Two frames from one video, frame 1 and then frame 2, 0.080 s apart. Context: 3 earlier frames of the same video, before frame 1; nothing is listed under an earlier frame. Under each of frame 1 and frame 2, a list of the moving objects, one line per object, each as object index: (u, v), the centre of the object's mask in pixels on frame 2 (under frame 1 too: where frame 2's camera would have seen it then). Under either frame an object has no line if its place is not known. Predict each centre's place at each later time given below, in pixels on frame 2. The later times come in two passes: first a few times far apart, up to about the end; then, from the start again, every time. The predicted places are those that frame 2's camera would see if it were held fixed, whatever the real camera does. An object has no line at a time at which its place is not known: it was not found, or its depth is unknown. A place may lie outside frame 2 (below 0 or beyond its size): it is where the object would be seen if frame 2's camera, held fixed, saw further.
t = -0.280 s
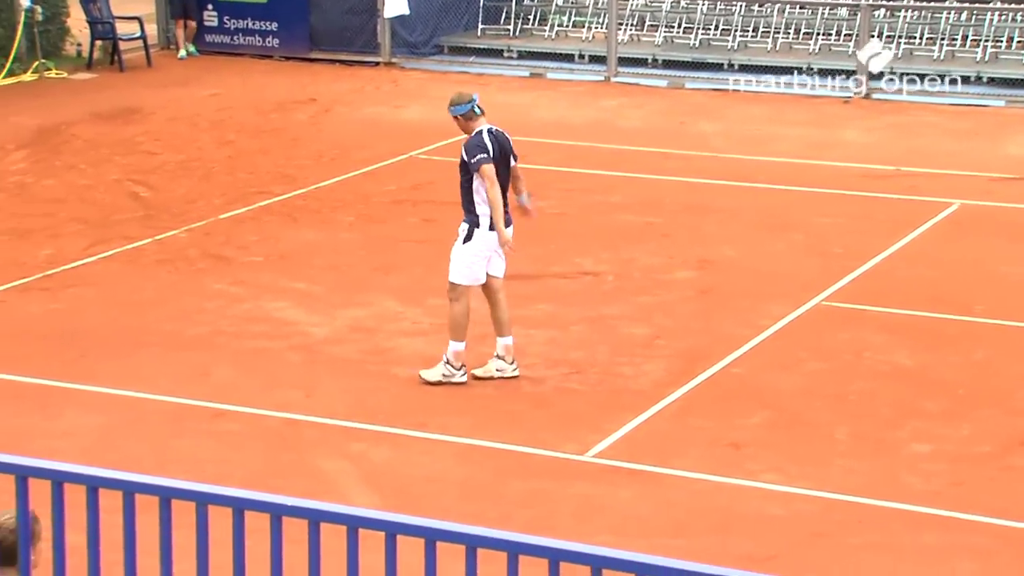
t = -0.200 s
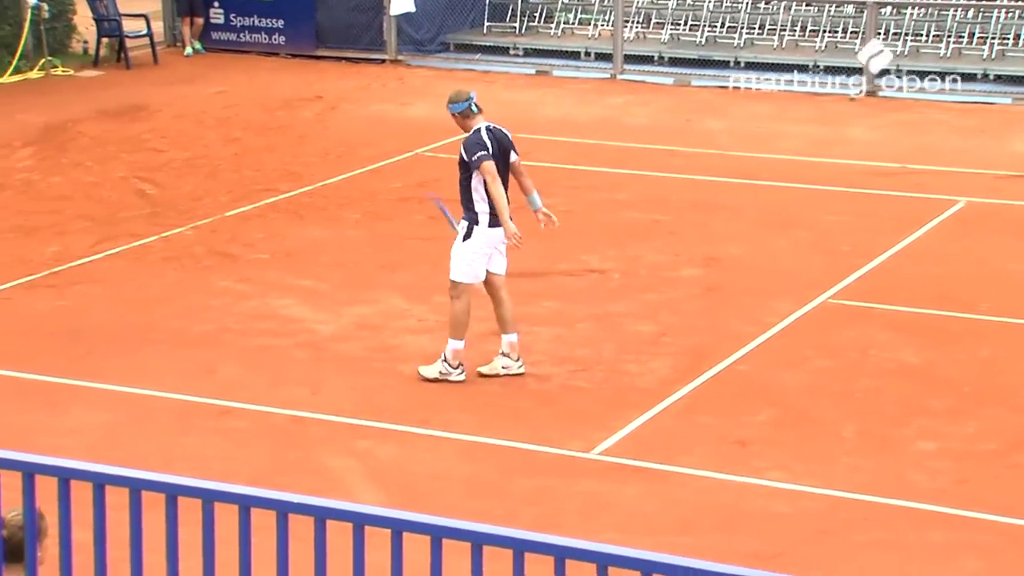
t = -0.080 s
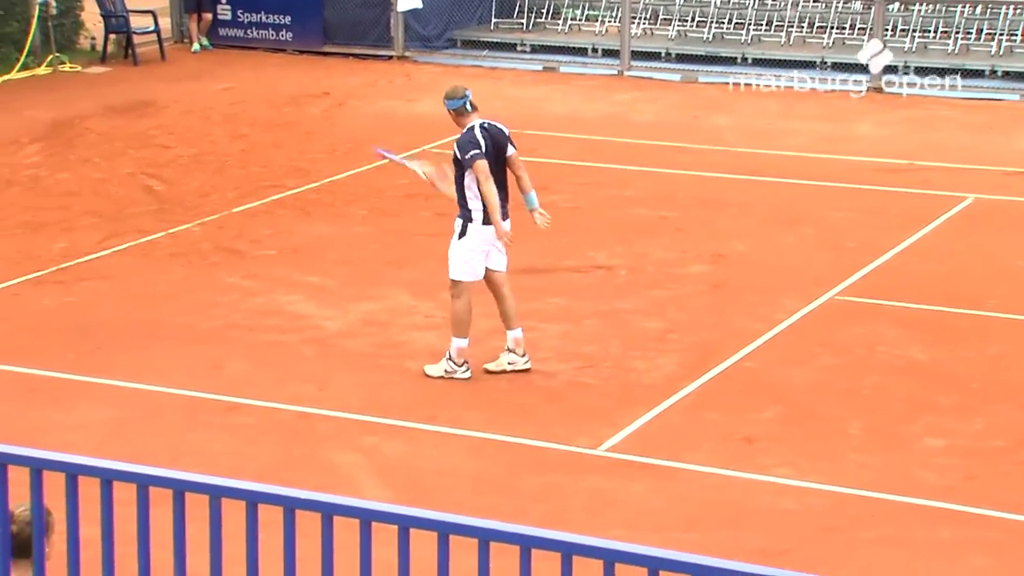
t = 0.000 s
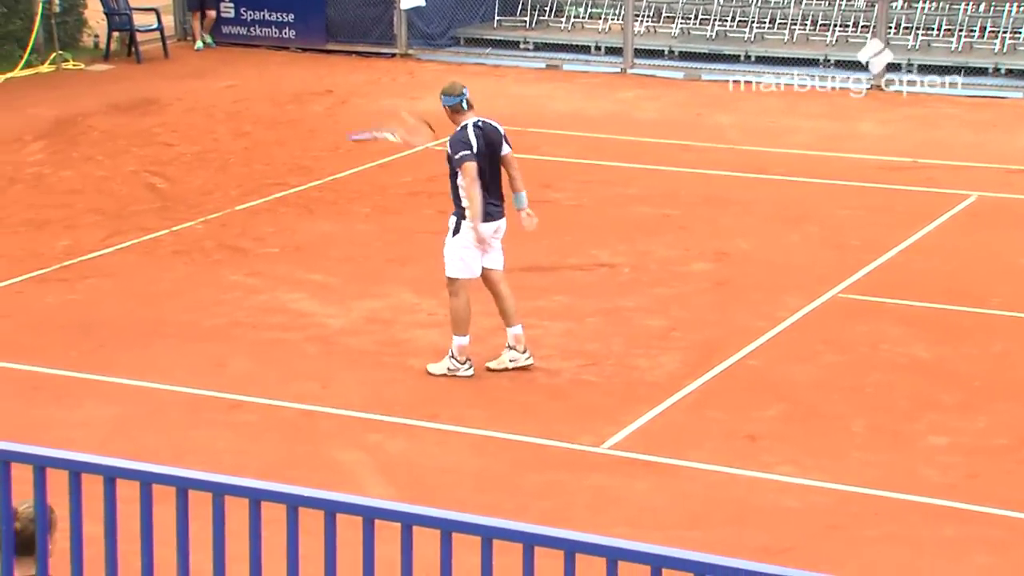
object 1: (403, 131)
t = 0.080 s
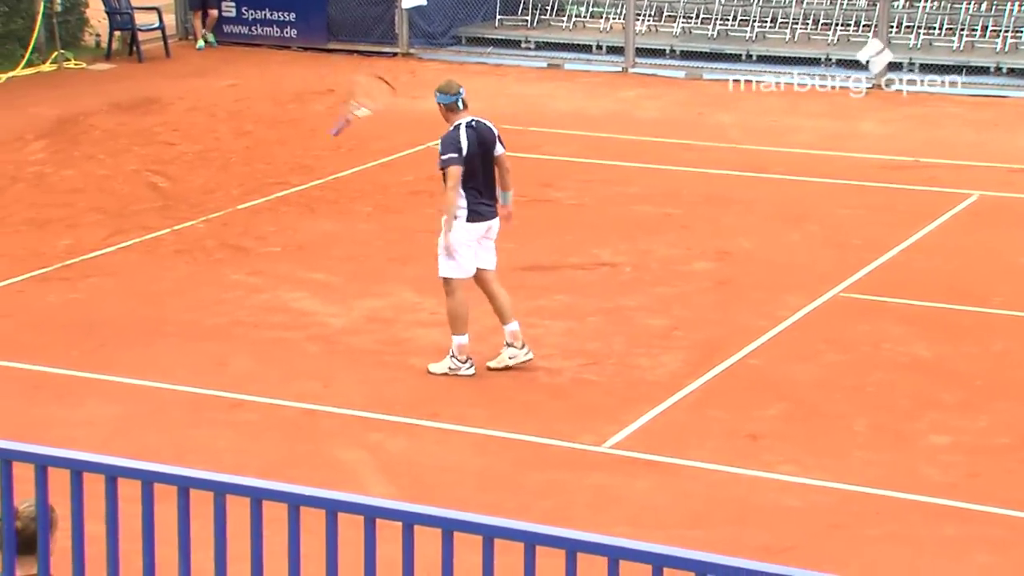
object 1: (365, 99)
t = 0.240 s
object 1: (289, 77)
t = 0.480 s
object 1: (199, 131)
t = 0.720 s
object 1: (119, 261)
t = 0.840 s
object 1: (97, 254)
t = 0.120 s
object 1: (345, 89)
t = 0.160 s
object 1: (327, 83)
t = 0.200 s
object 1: (308, 78)
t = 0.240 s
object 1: (289, 77)
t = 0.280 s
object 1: (272, 80)
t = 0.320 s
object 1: (257, 87)
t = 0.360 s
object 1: (241, 94)
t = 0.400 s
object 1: (227, 105)
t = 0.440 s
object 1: (214, 117)
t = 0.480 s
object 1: (199, 131)
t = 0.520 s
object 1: (185, 147)
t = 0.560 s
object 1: (170, 166)
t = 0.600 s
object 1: (155, 185)
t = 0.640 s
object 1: (143, 210)
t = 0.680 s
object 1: (131, 234)
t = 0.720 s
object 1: (119, 261)
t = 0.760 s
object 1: (111, 262)
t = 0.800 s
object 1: (103, 257)
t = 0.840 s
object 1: (97, 254)
